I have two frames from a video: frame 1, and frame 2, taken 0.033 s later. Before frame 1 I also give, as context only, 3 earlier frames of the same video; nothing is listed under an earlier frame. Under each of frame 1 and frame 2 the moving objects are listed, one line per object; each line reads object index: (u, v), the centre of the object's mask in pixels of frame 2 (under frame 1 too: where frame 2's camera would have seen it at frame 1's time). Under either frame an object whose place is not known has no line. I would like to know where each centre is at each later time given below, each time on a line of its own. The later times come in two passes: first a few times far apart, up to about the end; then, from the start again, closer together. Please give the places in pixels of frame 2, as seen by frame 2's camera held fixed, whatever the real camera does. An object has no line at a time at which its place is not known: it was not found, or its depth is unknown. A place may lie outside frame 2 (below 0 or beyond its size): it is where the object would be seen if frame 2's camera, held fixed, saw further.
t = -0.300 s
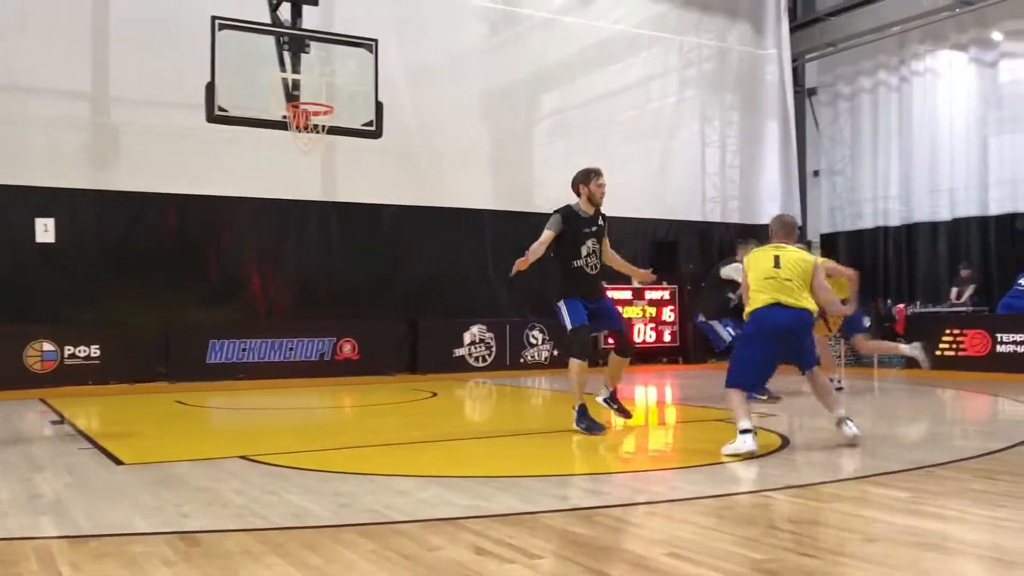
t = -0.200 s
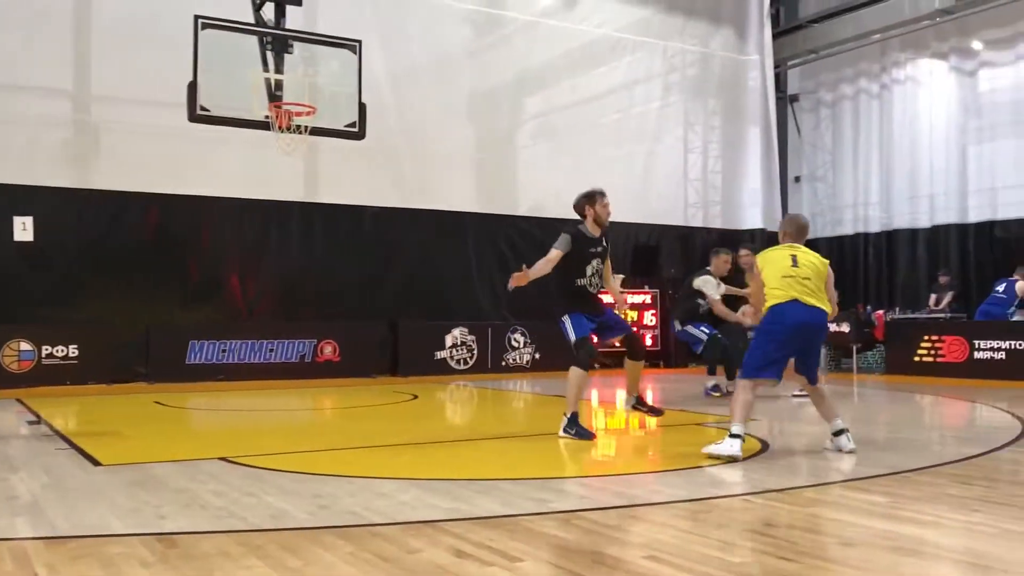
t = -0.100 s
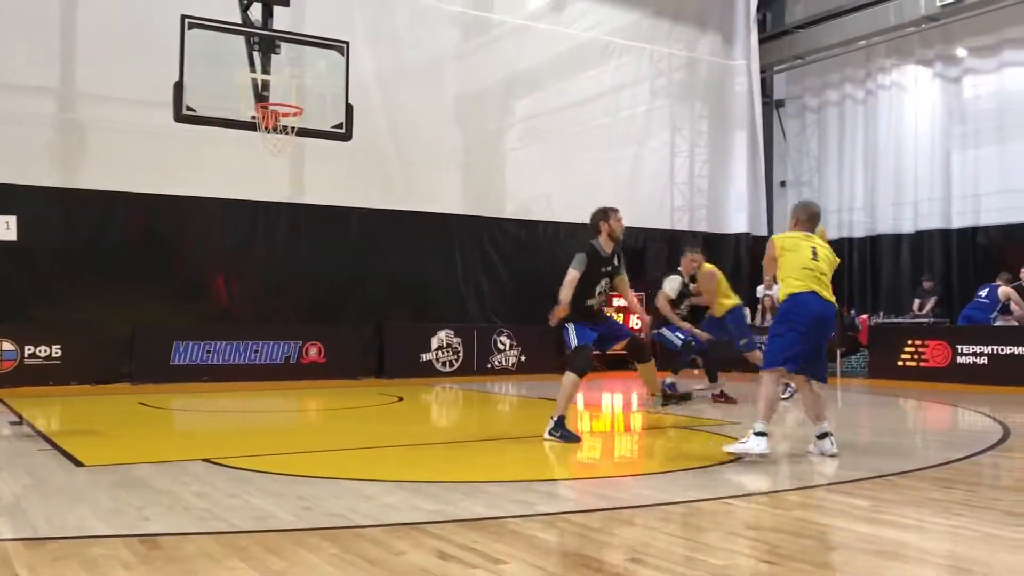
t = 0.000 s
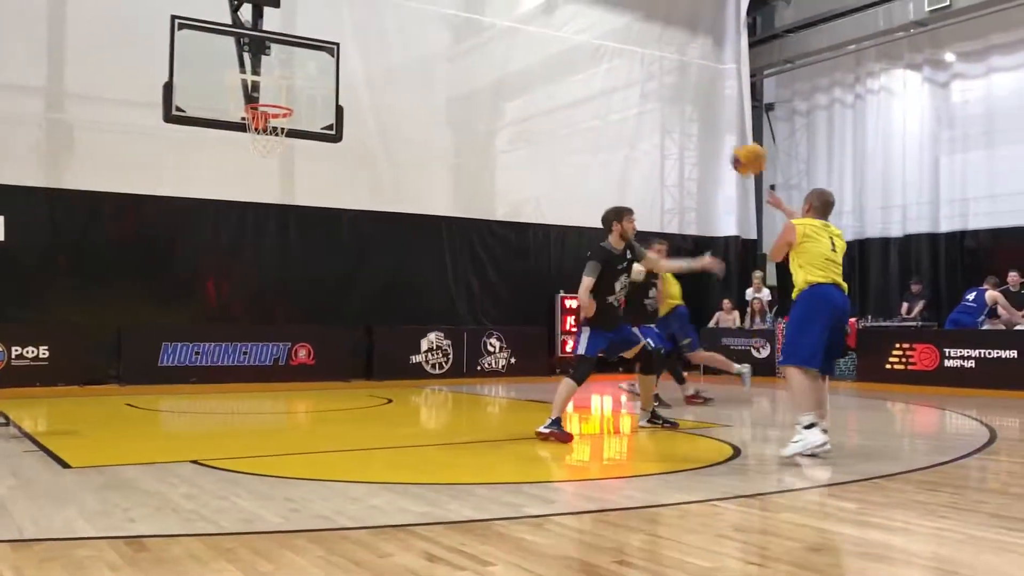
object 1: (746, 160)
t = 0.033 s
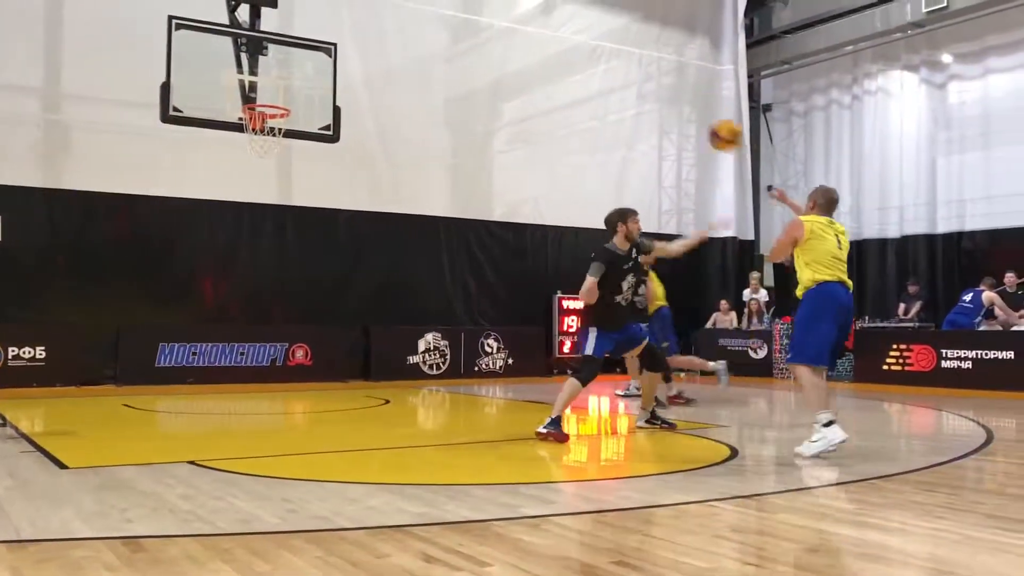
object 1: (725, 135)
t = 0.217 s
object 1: (627, 40)
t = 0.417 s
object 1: (541, -2)
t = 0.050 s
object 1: (716, 124)
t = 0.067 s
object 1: (706, 113)
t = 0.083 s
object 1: (697, 103)
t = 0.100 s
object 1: (687, 93)
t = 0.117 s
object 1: (678, 84)
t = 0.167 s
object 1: (653, 59)
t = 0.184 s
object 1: (644, 53)
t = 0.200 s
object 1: (636, 46)
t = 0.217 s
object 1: (627, 40)
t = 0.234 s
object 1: (620, 33)
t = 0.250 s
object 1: (611, 27)
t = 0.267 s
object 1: (604, 22)
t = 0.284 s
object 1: (596, 18)
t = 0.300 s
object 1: (589, 14)
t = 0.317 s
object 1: (581, 11)
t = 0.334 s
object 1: (574, 7)
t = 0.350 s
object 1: (567, 4)
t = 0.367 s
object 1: (560, 3)
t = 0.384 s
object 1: (553, 1)
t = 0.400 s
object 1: (547, -1)
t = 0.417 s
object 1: (541, -2)
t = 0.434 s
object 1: (534, -3)
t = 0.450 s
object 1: (527, -4)
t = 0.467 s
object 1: (521, -4)
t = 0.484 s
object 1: (515, -4)
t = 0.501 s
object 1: (509, -5)
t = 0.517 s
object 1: (503, -5)
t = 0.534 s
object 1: (497, -3)
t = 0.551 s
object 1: (492, -2)
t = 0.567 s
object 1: (486, 0)
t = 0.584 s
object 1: (481, 1)
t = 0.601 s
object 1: (476, 4)
